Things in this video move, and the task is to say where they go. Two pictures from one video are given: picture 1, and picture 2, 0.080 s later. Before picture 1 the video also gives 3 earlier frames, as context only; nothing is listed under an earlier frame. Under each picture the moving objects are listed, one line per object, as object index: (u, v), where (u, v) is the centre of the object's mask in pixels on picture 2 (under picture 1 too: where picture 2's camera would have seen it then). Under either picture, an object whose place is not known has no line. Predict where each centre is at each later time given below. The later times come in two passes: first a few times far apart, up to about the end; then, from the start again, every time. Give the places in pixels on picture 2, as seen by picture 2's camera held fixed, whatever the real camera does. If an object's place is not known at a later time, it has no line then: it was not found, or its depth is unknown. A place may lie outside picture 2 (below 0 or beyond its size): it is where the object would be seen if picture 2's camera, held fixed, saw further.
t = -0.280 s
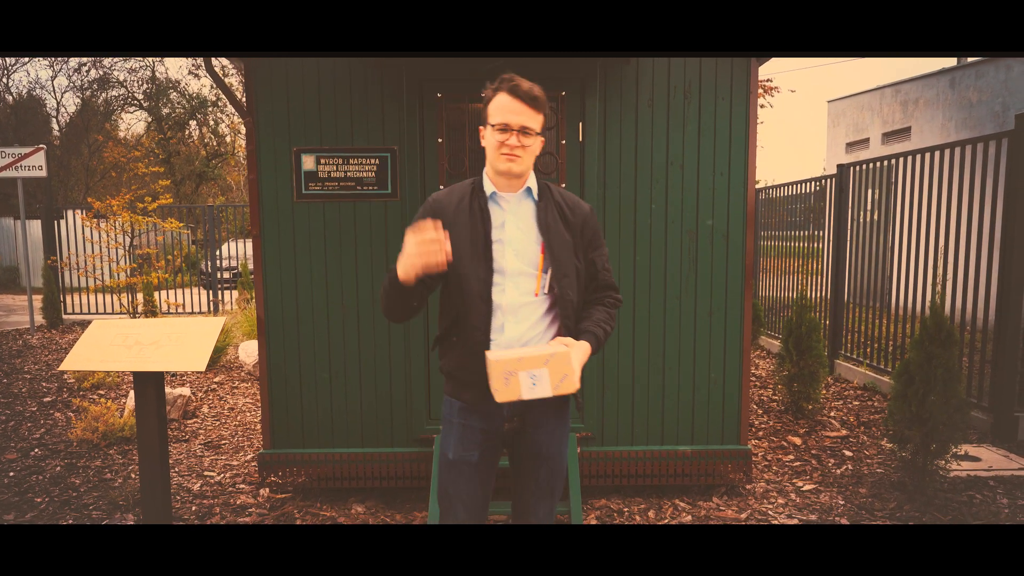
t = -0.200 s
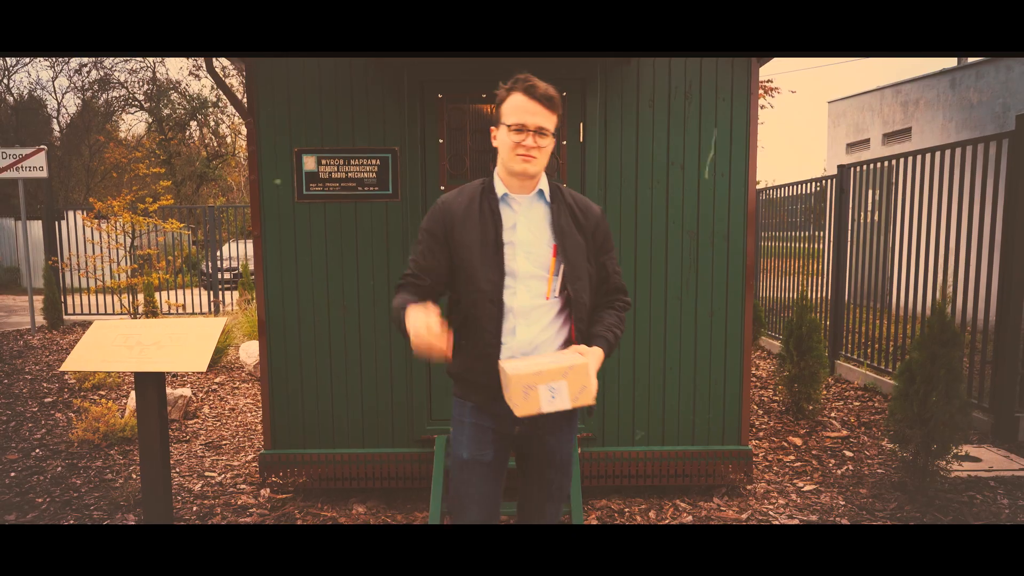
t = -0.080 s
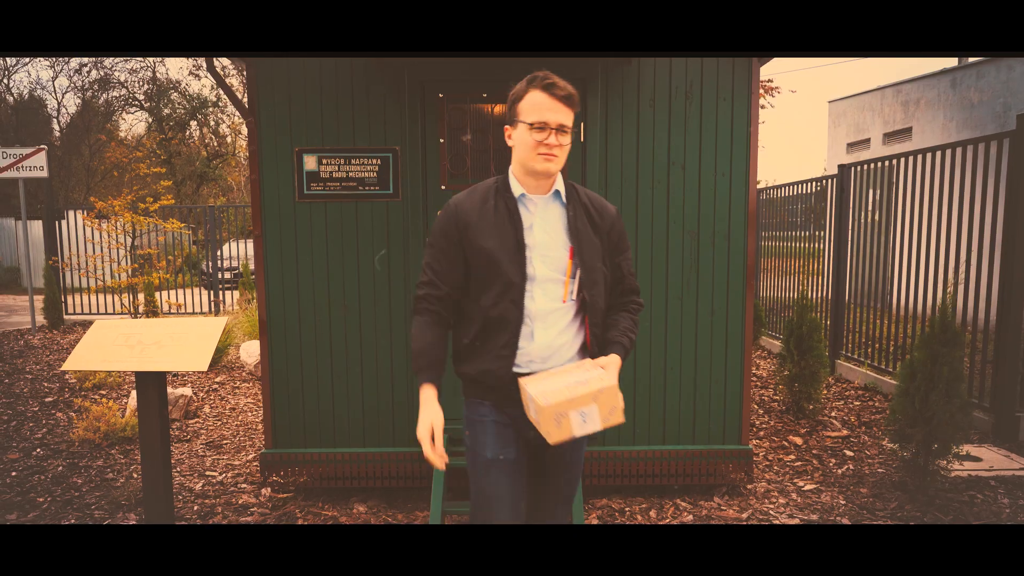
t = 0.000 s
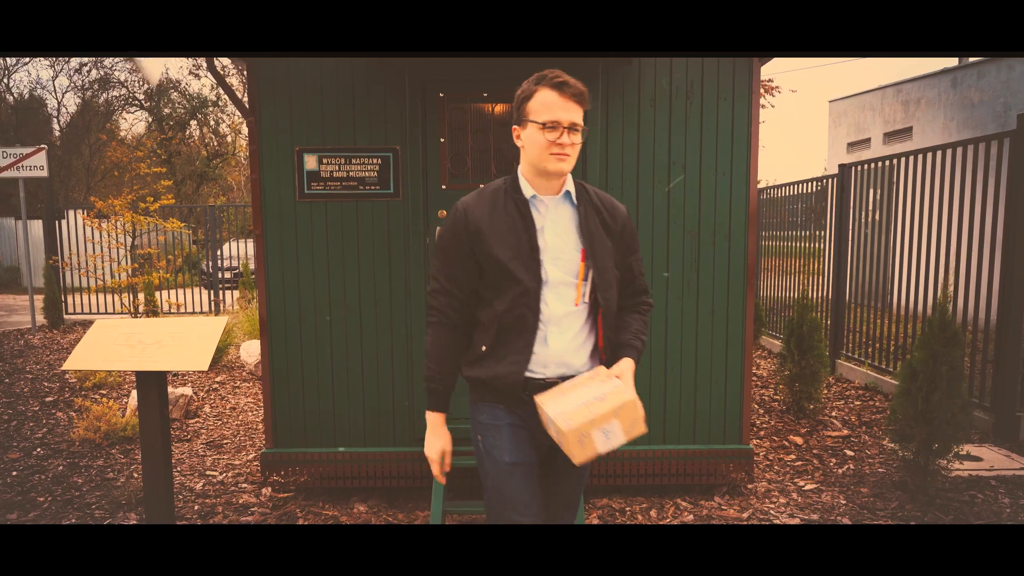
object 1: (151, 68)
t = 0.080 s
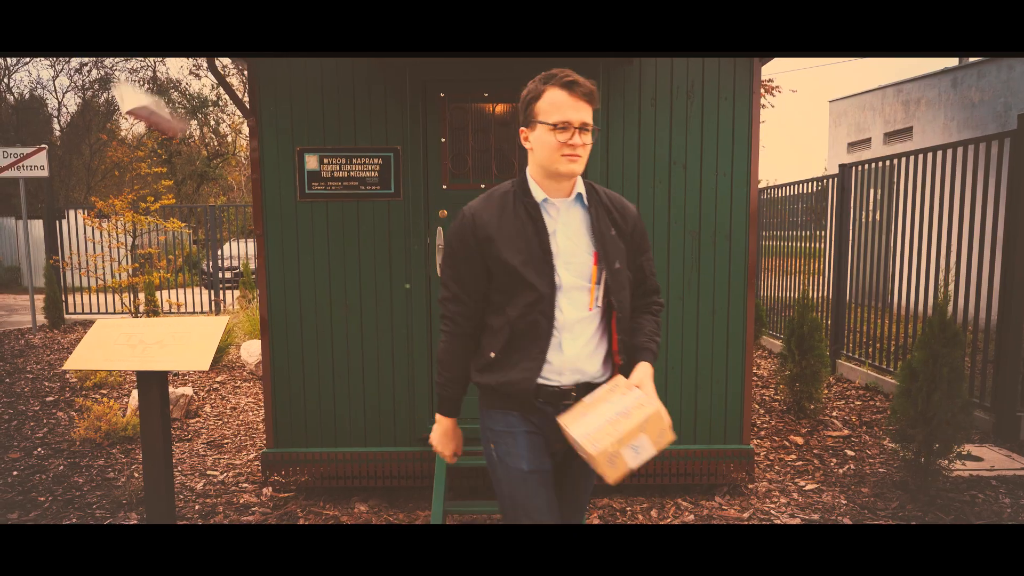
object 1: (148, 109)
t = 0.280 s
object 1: (196, 252)
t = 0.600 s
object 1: (248, 469)
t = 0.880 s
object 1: (239, 454)
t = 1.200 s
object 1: (247, 456)
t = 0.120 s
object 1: (157, 141)
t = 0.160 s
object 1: (164, 169)
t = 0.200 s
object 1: (171, 194)
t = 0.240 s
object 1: (180, 219)
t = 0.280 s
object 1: (196, 252)
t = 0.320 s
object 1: (218, 294)
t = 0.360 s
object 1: (242, 340)
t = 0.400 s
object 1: (237, 367)
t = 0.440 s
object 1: (240, 393)
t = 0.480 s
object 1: (249, 424)
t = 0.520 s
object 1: (253, 452)
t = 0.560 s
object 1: (250, 474)
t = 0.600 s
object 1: (248, 469)
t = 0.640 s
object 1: (249, 463)
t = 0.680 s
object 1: (249, 458)
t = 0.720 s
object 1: (248, 455)
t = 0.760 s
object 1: (245, 456)
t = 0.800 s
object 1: (243, 457)
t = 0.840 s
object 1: (241, 455)
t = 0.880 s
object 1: (239, 454)
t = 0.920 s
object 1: (238, 453)
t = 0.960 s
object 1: (238, 453)
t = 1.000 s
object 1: (239, 453)
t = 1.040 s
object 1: (240, 454)
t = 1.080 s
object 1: (242, 455)
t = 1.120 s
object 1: (244, 455)
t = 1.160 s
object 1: (245, 456)
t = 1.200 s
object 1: (247, 456)
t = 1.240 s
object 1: (249, 456)
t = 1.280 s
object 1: (251, 455)
